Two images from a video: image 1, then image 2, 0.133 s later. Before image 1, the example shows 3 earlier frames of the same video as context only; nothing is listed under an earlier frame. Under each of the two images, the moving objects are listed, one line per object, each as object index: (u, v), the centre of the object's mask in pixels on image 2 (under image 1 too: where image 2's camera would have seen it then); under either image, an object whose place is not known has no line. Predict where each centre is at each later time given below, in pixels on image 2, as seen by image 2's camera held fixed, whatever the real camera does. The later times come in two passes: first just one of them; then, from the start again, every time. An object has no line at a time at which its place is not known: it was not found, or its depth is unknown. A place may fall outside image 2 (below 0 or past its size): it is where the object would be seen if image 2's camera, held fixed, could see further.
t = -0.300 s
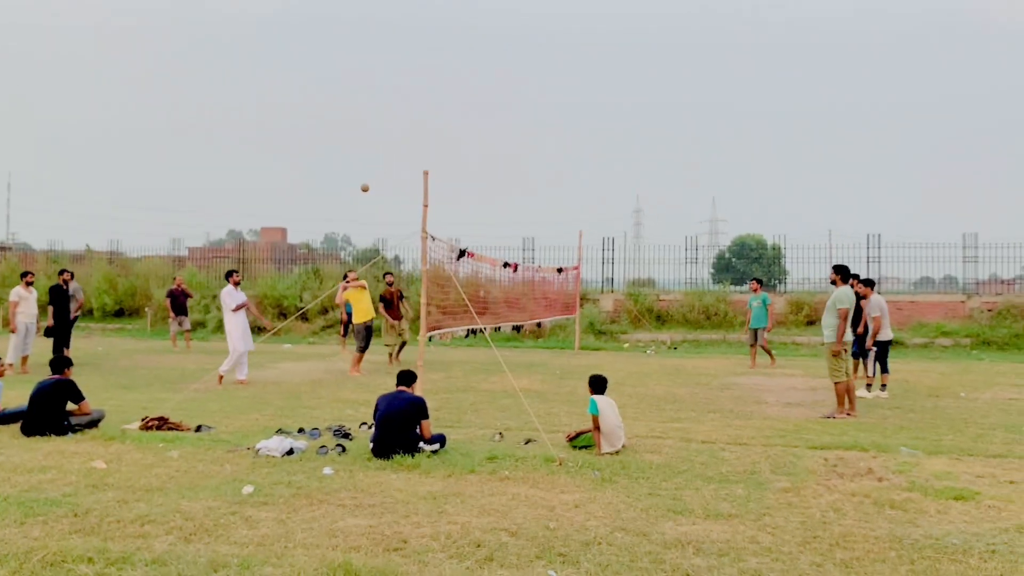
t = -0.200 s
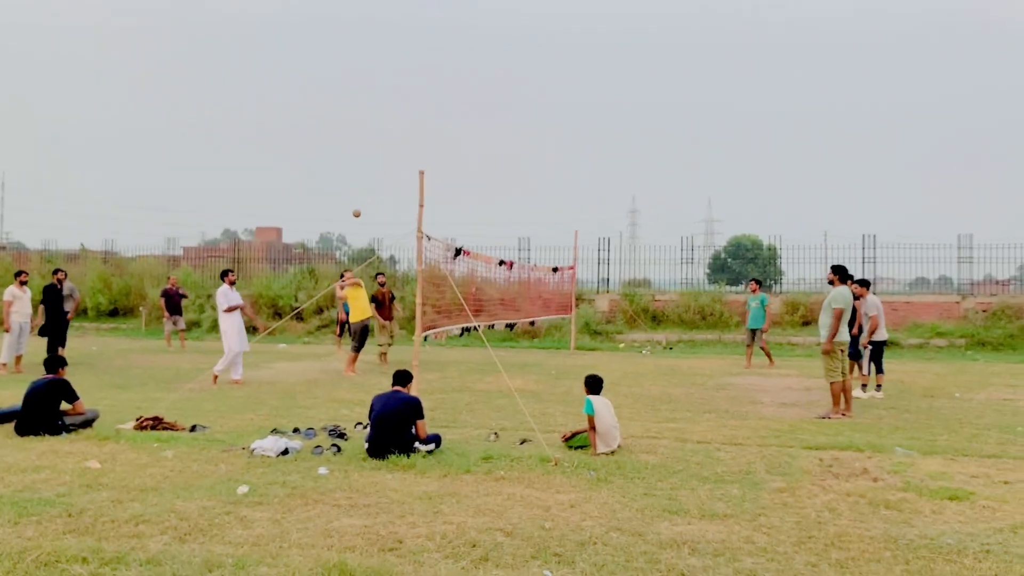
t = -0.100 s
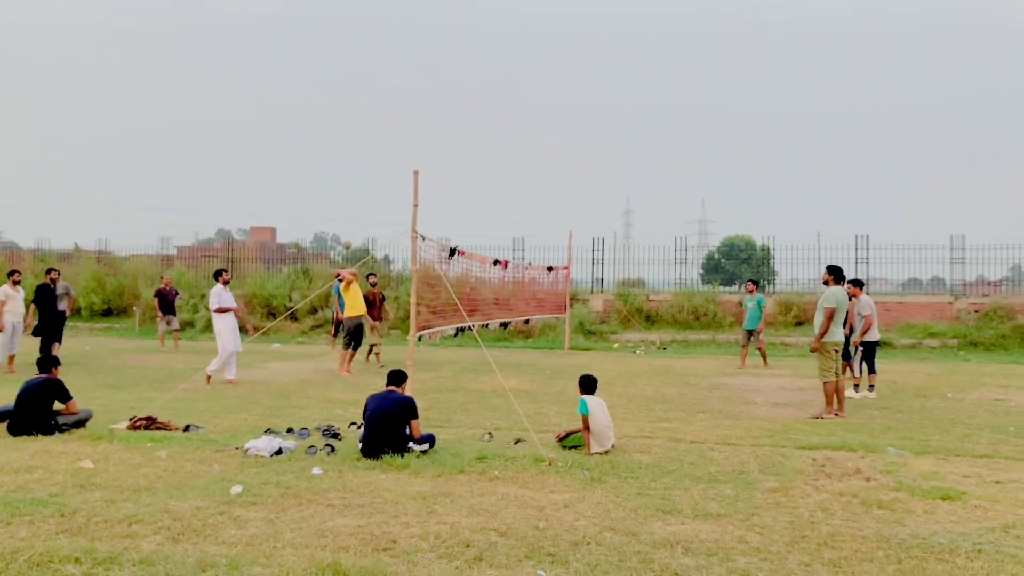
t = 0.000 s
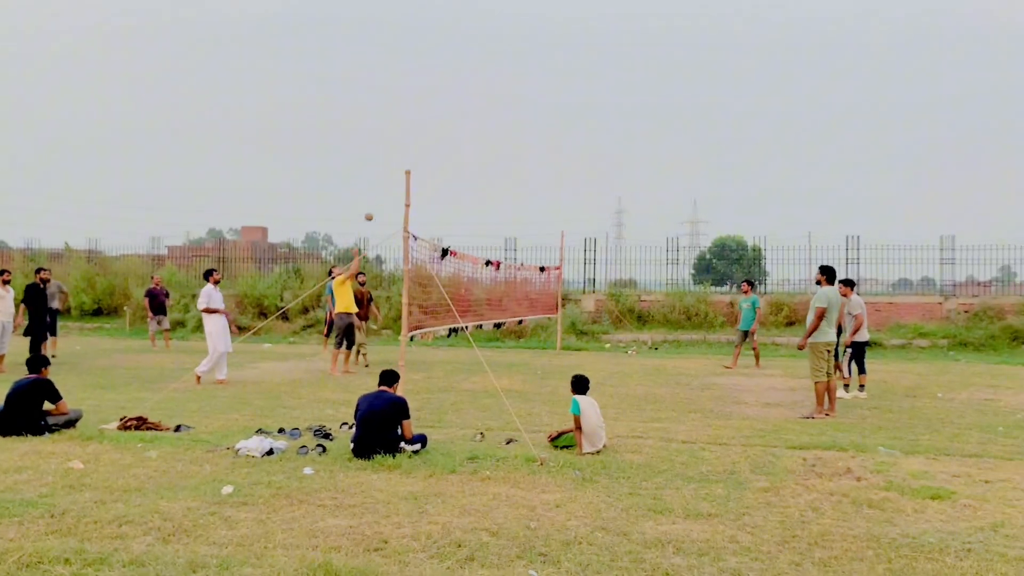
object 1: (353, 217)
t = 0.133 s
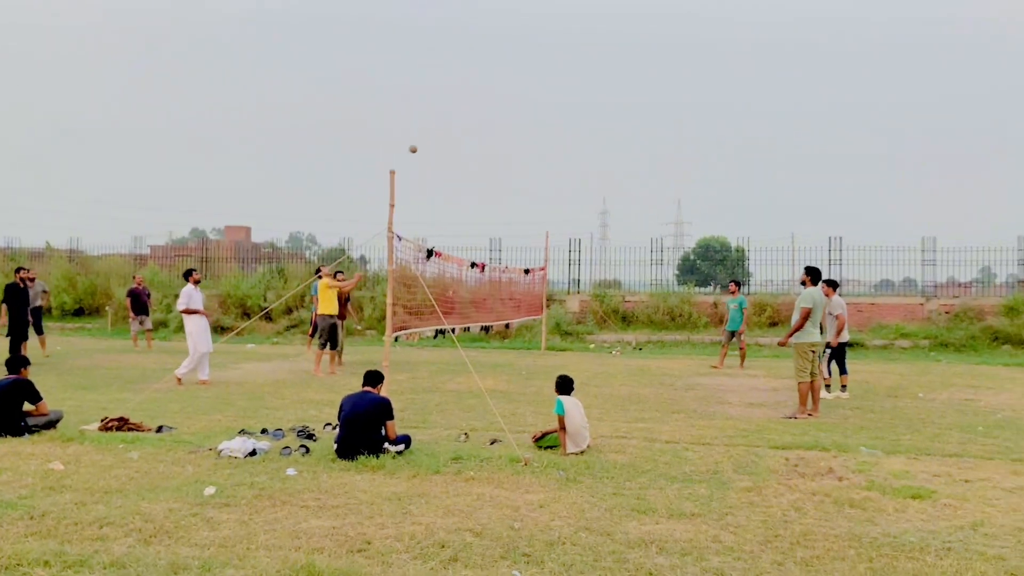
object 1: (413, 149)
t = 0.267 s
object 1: (469, 93)
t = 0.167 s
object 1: (427, 134)
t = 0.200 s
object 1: (441, 119)
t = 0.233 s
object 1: (455, 106)
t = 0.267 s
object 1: (469, 93)
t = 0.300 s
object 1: (483, 81)
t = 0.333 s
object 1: (496, 69)
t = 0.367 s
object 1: (510, 59)
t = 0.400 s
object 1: (522, 49)
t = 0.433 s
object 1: (535, 40)
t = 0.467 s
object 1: (548, 32)
